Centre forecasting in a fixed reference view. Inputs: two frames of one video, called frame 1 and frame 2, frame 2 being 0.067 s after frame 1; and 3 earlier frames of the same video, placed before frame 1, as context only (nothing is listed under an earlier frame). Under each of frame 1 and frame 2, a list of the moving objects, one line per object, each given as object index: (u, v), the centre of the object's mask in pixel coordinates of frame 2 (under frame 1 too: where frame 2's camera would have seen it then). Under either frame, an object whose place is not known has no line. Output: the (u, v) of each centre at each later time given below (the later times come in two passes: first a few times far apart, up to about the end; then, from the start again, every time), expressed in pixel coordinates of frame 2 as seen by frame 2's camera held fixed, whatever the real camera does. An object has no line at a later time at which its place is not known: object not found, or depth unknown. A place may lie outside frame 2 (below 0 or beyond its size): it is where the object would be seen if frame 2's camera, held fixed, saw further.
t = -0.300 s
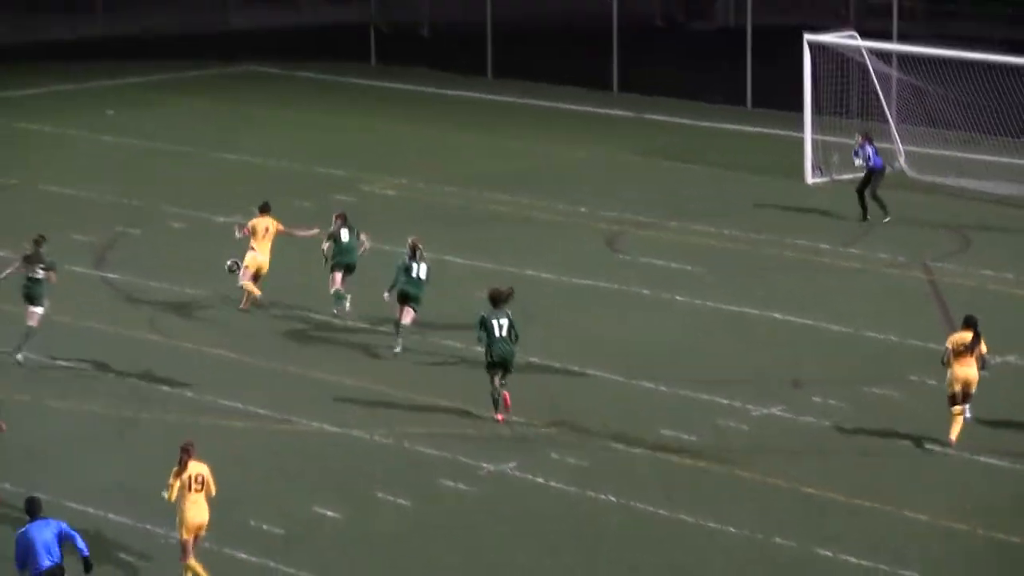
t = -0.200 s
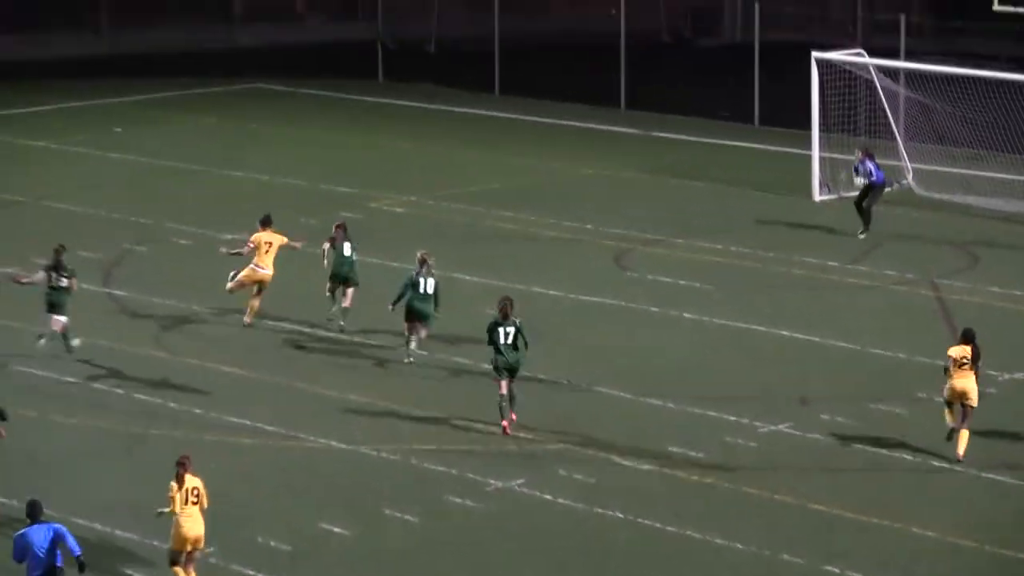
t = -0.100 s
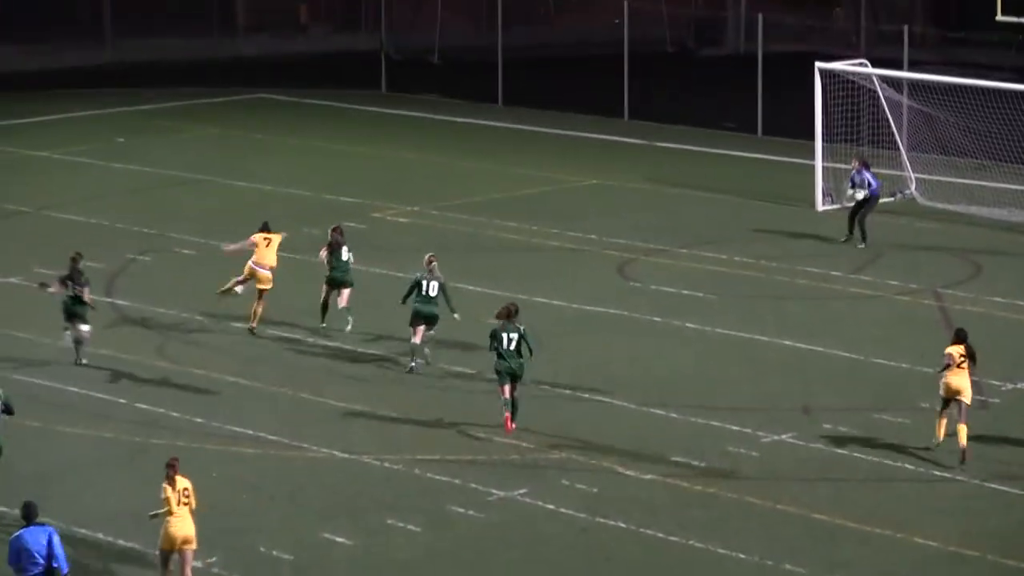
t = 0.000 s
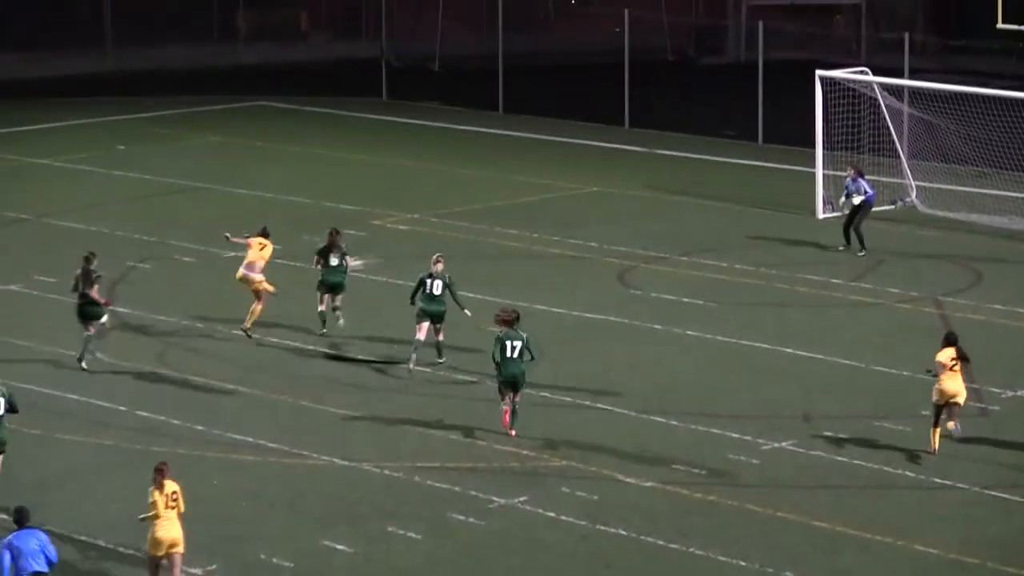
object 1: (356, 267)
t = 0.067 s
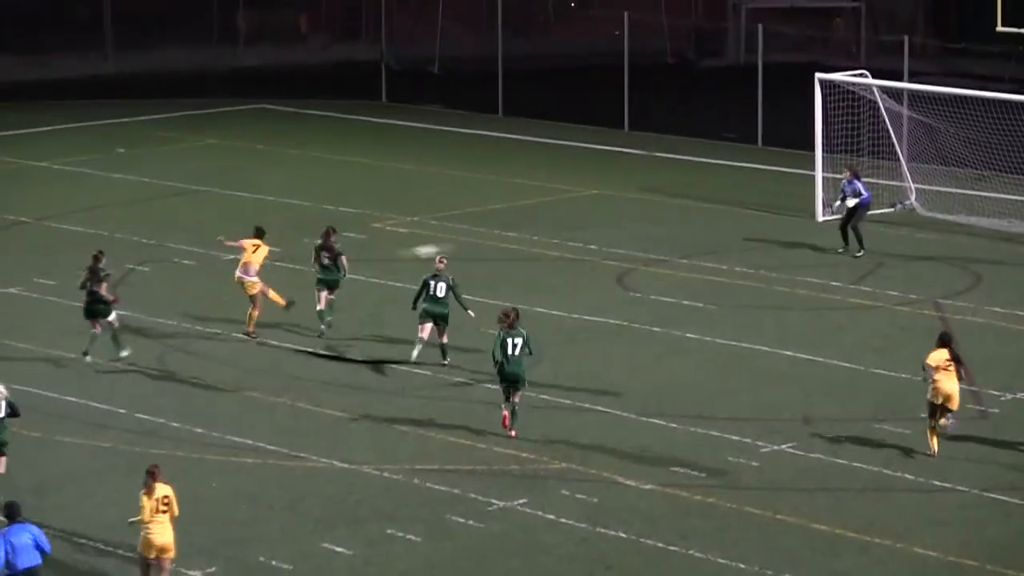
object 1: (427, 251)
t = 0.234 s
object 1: (607, 230)
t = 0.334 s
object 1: (709, 230)
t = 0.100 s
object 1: (463, 244)
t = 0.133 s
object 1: (500, 238)
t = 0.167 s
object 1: (537, 234)
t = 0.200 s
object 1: (572, 232)
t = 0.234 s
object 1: (607, 230)
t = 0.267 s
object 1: (642, 229)
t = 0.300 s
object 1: (675, 229)
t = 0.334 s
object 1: (709, 230)
